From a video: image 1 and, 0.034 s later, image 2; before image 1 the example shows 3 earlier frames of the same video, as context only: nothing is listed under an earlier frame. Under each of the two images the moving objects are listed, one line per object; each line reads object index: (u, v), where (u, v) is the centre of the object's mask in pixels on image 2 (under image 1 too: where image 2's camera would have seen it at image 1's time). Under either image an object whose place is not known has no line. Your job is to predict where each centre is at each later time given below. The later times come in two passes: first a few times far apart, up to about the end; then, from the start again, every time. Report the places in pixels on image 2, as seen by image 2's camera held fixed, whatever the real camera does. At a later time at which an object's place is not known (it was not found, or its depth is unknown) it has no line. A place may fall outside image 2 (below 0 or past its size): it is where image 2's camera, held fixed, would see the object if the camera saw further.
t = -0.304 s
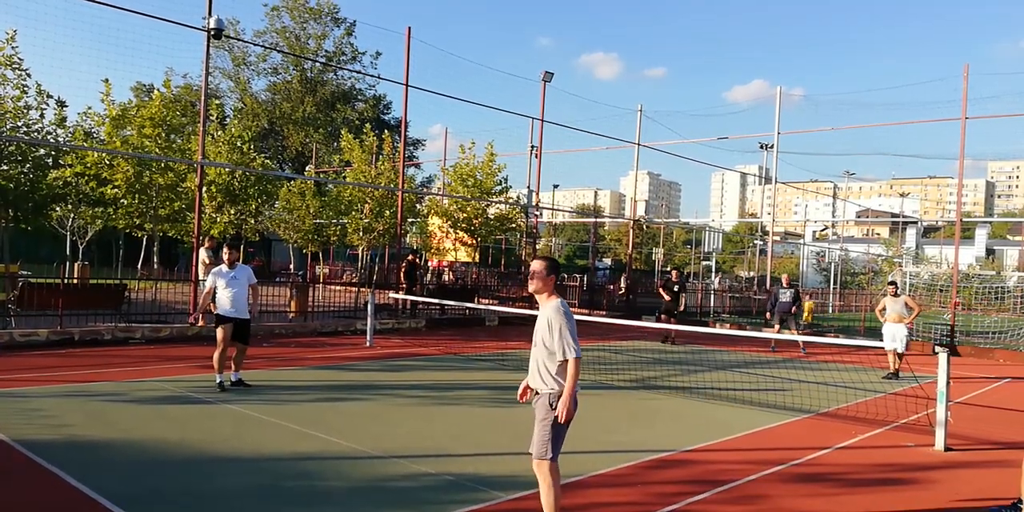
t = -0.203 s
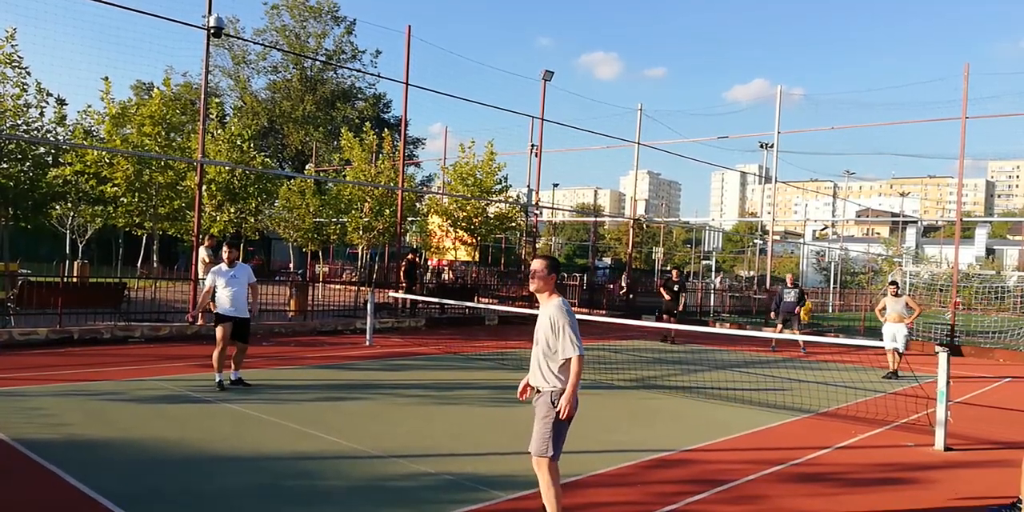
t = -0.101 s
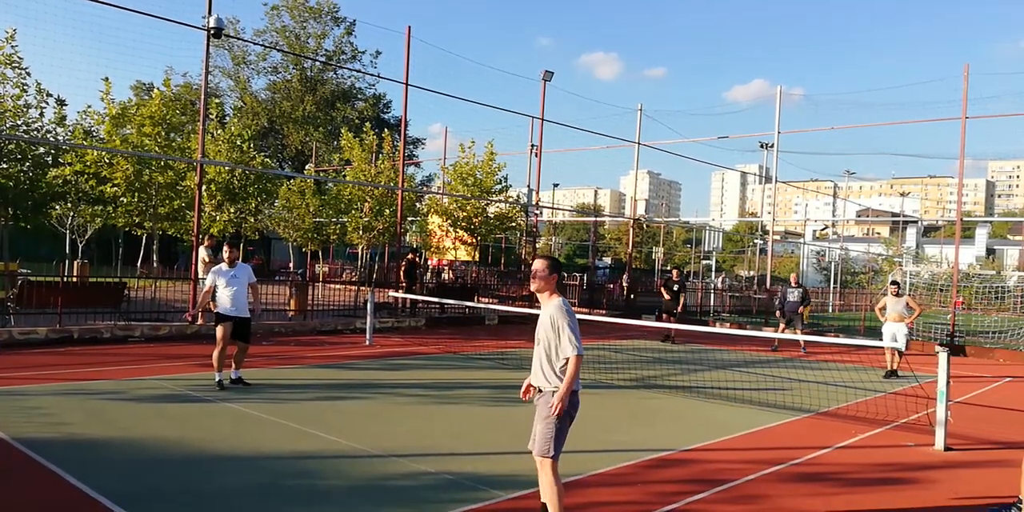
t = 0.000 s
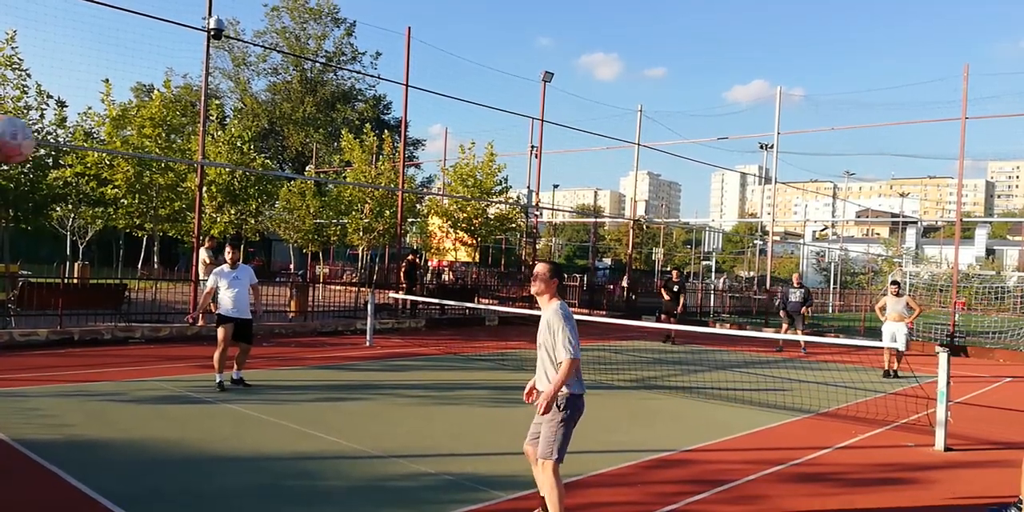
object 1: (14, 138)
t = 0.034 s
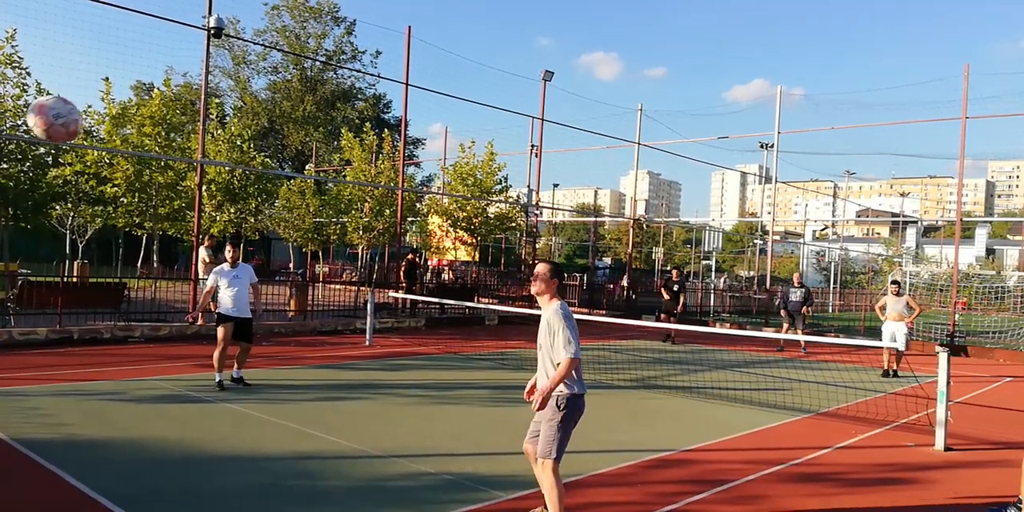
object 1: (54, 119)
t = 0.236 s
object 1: (293, 75)
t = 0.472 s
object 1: (480, 119)
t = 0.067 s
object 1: (101, 105)
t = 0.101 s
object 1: (144, 93)
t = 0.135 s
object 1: (185, 86)
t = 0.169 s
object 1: (224, 80)
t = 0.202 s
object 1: (259, 76)
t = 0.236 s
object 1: (293, 75)
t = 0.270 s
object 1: (325, 76)
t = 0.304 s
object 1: (355, 80)
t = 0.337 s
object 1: (383, 85)
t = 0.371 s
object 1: (409, 91)
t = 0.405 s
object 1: (434, 99)
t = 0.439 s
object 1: (458, 109)
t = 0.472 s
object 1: (480, 119)
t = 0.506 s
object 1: (501, 131)
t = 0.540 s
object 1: (520, 144)
